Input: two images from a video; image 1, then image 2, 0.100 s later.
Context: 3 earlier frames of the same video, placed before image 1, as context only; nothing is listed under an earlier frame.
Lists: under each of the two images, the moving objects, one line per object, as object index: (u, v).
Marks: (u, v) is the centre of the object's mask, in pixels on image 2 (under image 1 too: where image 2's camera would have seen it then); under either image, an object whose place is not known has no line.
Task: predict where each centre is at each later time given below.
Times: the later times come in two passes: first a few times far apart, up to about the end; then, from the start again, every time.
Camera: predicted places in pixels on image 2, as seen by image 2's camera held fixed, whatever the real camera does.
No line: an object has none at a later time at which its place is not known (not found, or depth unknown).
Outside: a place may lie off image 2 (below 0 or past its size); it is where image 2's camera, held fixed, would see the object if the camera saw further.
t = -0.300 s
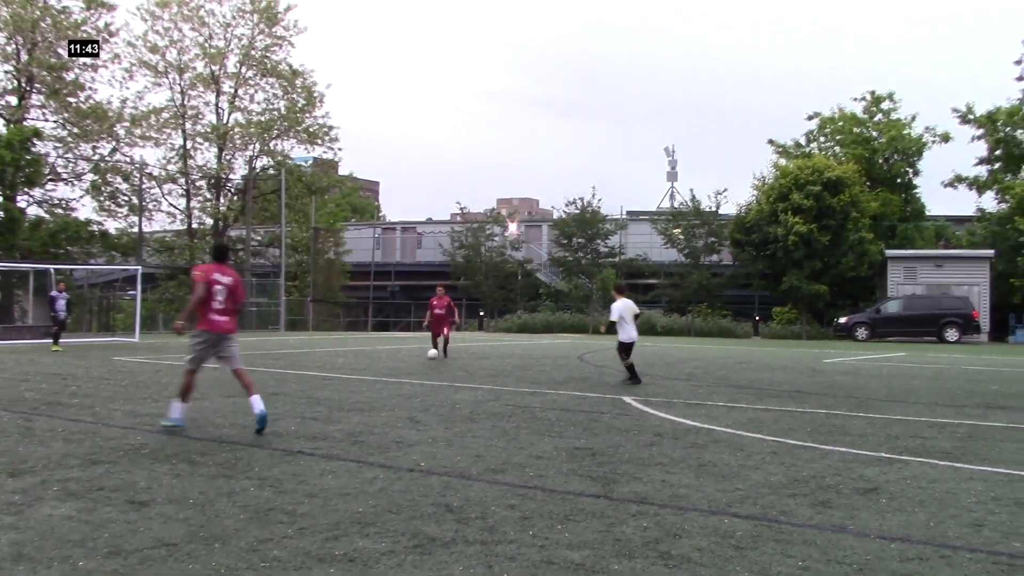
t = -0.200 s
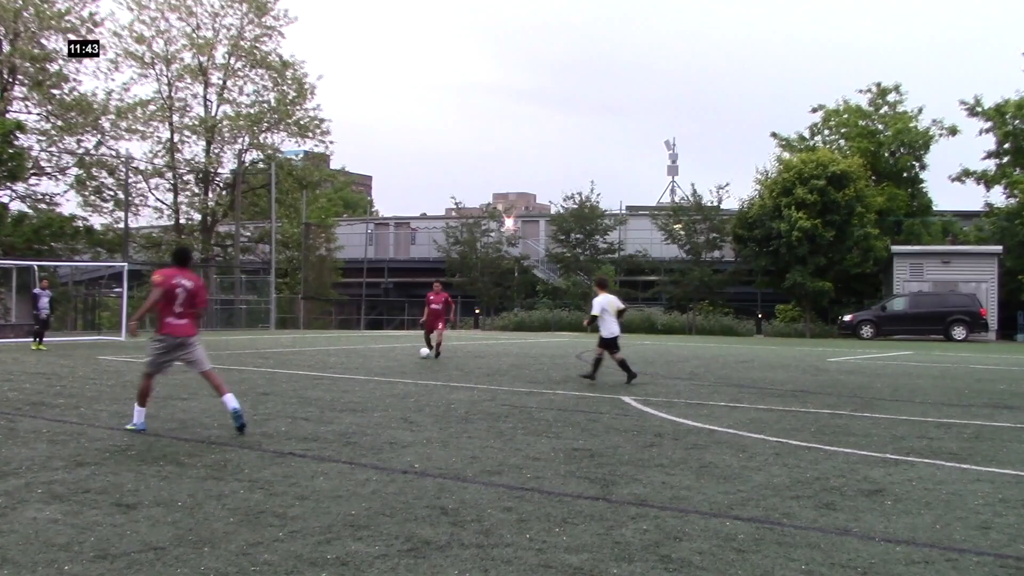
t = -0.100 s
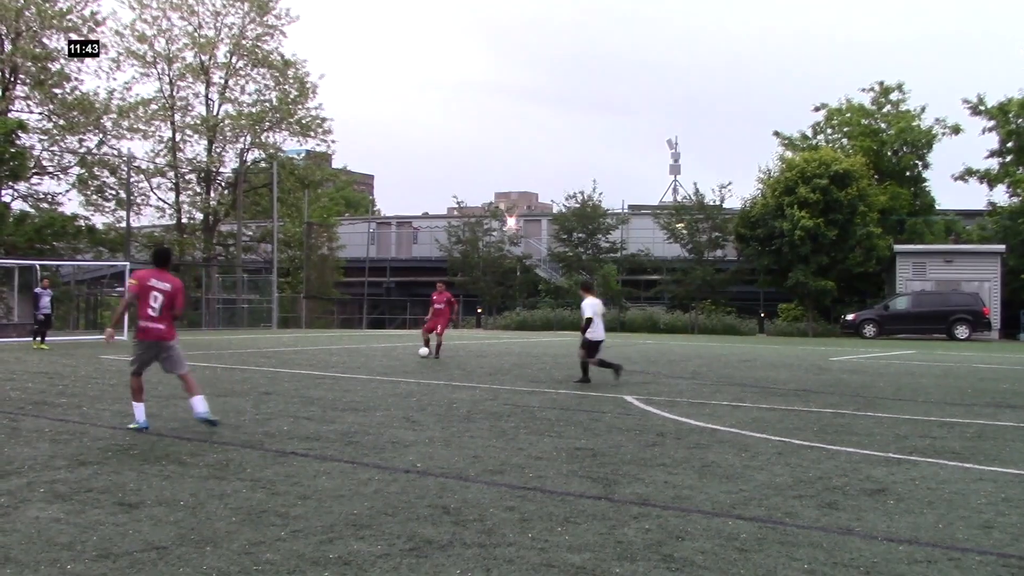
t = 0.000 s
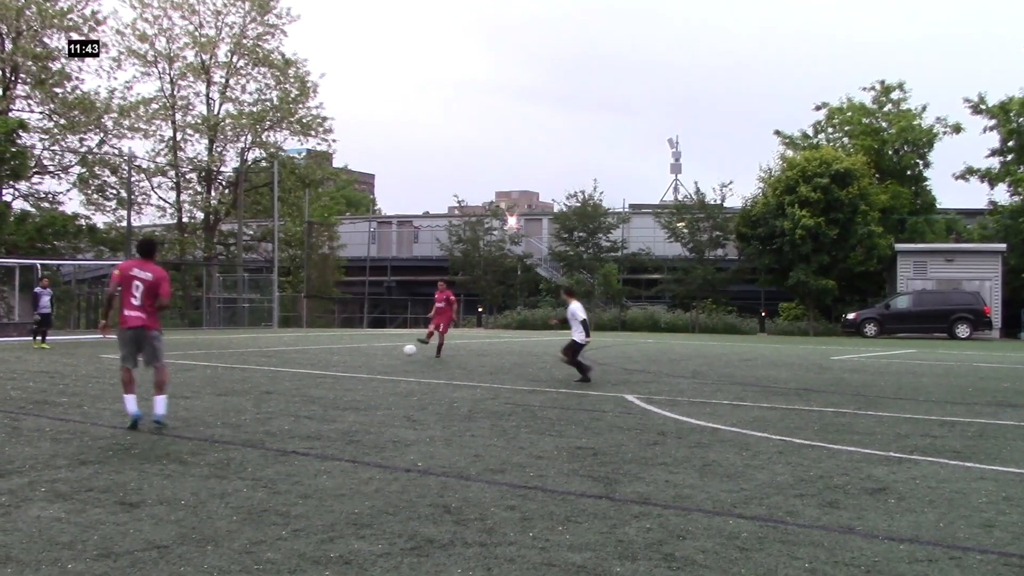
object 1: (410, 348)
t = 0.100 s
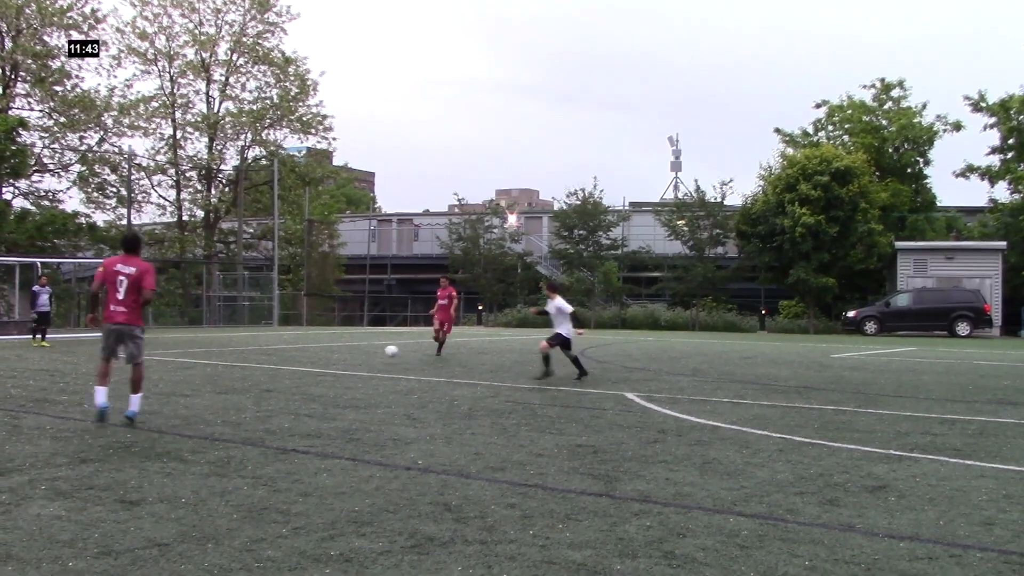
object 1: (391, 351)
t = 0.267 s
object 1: (355, 363)
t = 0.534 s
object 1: (289, 380)
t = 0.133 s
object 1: (385, 353)
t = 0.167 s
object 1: (378, 357)
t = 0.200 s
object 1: (371, 361)
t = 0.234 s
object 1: (363, 364)
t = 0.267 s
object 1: (355, 363)
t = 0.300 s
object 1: (348, 364)
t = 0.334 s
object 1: (341, 365)
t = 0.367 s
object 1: (333, 366)
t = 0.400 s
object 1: (325, 369)
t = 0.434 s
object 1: (315, 372)
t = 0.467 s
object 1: (306, 378)
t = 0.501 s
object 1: (297, 380)
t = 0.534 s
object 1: (289, 380)
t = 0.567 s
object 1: (278, 380)
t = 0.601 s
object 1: (270, 382)
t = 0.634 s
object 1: (259, 385)
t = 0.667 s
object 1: (249, 389)
